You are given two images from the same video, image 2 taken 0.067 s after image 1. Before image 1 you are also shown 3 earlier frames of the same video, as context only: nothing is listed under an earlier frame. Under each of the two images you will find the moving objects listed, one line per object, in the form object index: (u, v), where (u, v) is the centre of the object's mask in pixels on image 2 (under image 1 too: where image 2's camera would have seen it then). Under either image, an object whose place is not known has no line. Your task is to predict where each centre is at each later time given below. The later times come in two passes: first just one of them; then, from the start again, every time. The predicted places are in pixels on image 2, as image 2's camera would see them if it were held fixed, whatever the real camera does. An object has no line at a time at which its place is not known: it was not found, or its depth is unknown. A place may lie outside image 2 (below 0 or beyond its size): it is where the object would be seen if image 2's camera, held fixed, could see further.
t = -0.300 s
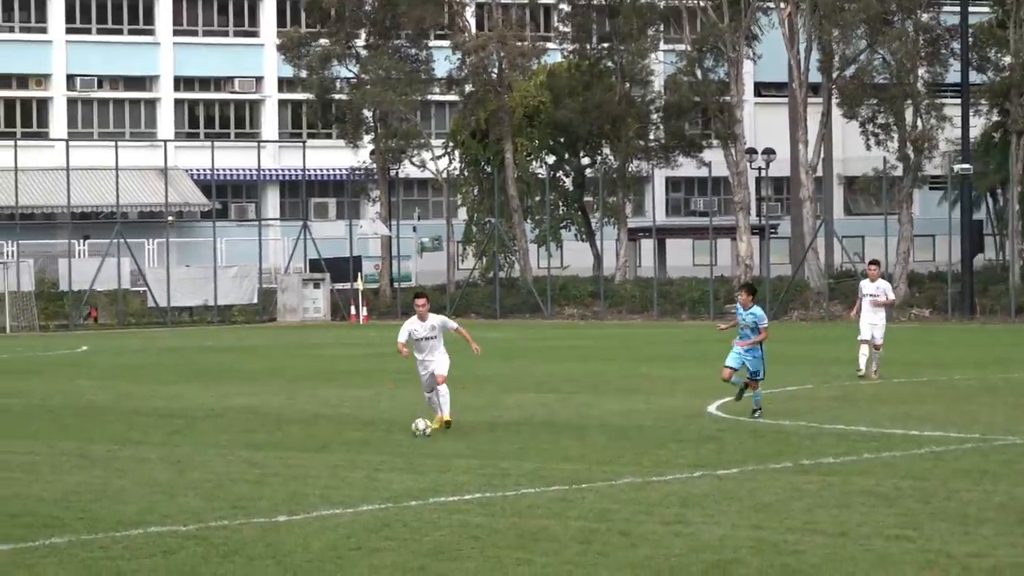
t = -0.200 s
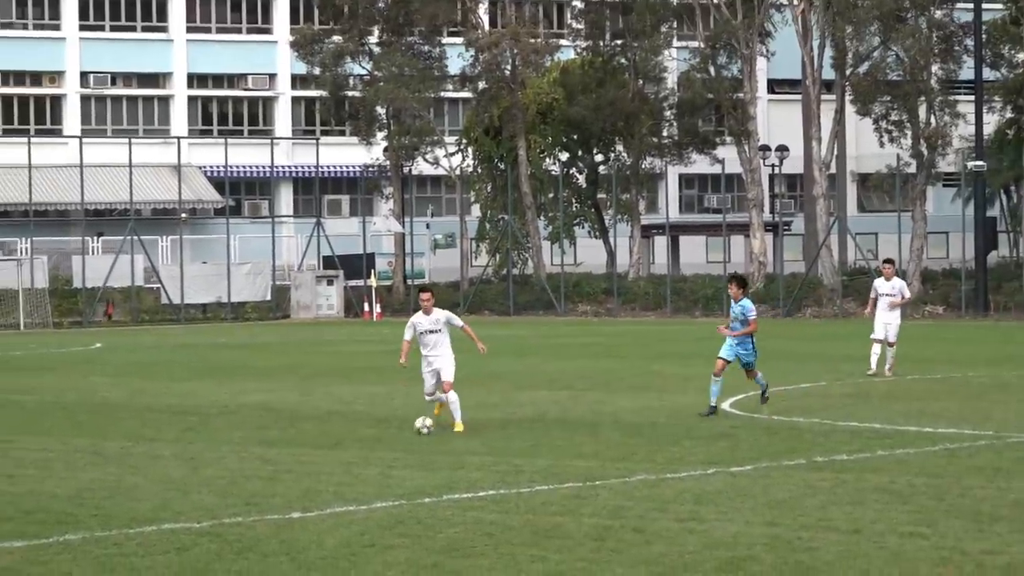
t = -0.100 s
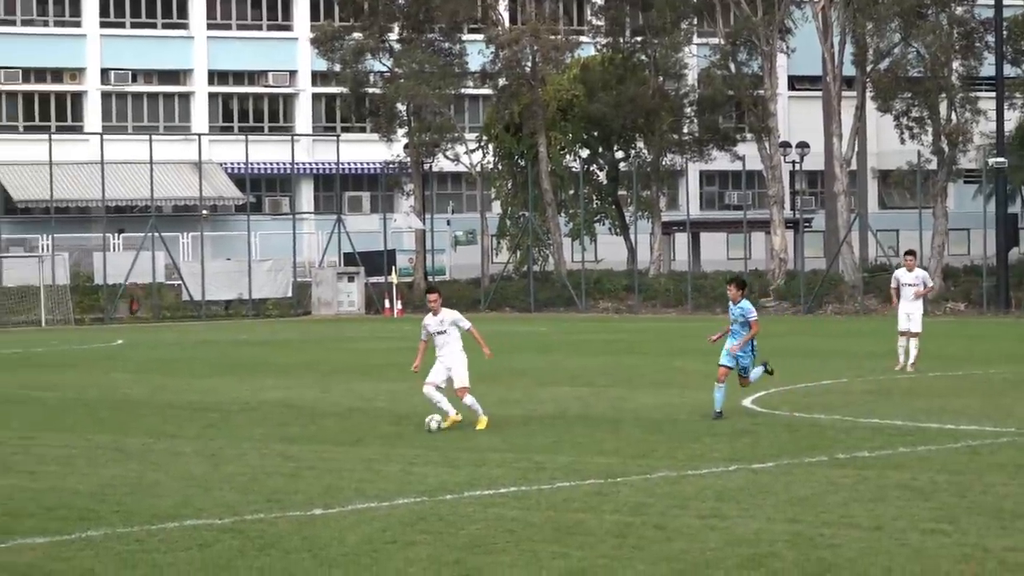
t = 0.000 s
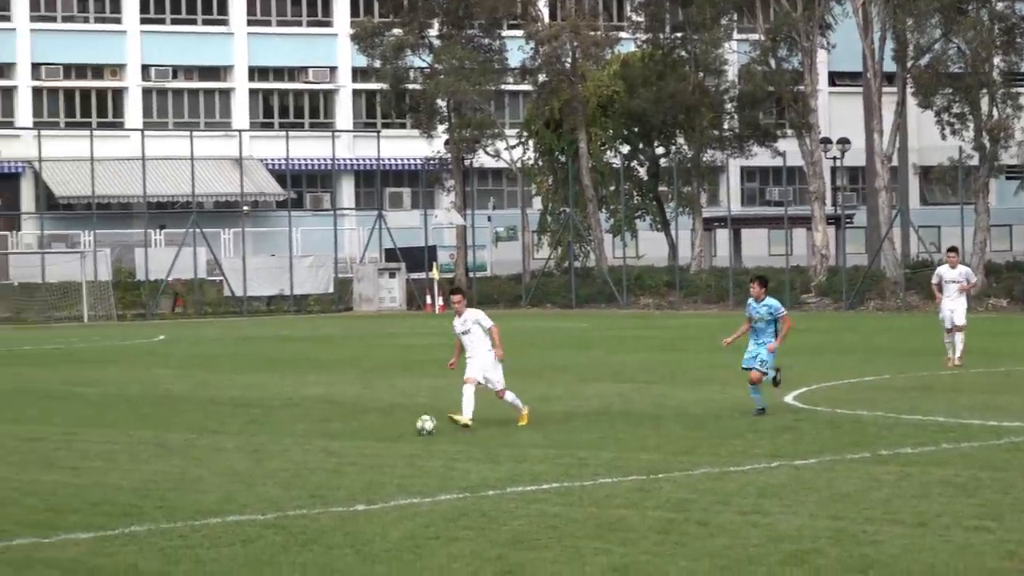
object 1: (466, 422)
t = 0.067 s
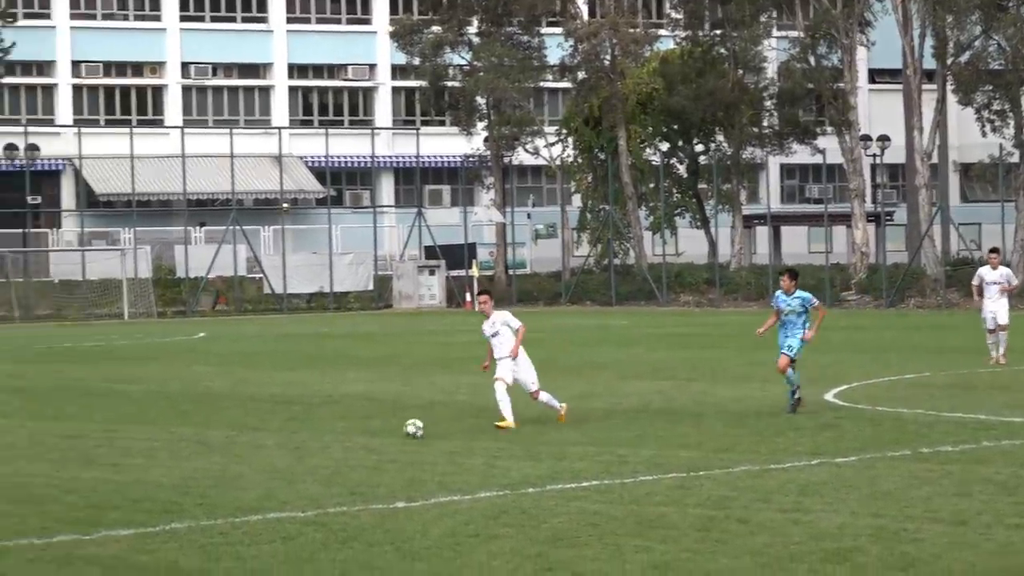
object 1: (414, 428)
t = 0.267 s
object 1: (261, 448)
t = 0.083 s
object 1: (401, 430)
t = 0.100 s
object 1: (389, 431)
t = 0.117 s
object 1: (376, 433)
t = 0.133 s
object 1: (363, 434)
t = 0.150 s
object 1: (350, 436)
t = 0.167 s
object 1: (338, 438)
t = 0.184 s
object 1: (325, 439)
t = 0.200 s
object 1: (311, 441)
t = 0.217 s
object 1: (299, 443)
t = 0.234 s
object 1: (286, 445)
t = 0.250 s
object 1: (273, 446)
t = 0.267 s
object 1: (261, 448)
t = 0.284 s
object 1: (248, 449)
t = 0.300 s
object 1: (236, 449)
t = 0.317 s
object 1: (224, 451)
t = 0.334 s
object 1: (211, 453)
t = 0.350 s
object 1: (198, 454)
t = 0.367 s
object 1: (186, 456)
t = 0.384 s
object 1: (174, 457)
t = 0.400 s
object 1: (161, 458)
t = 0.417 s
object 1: (149, 460)
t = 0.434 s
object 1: (137, 462)
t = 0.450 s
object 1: (125, 464)
